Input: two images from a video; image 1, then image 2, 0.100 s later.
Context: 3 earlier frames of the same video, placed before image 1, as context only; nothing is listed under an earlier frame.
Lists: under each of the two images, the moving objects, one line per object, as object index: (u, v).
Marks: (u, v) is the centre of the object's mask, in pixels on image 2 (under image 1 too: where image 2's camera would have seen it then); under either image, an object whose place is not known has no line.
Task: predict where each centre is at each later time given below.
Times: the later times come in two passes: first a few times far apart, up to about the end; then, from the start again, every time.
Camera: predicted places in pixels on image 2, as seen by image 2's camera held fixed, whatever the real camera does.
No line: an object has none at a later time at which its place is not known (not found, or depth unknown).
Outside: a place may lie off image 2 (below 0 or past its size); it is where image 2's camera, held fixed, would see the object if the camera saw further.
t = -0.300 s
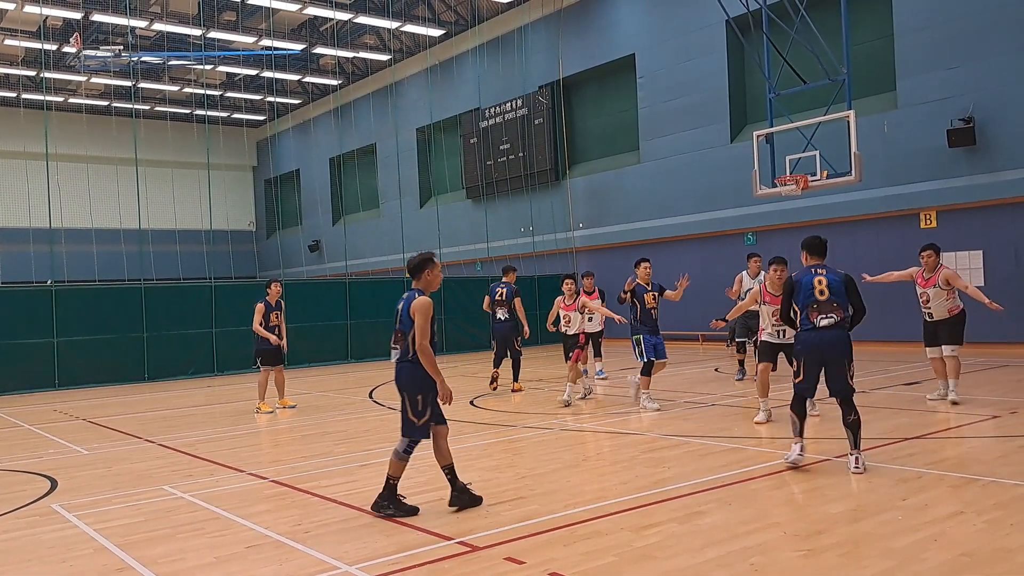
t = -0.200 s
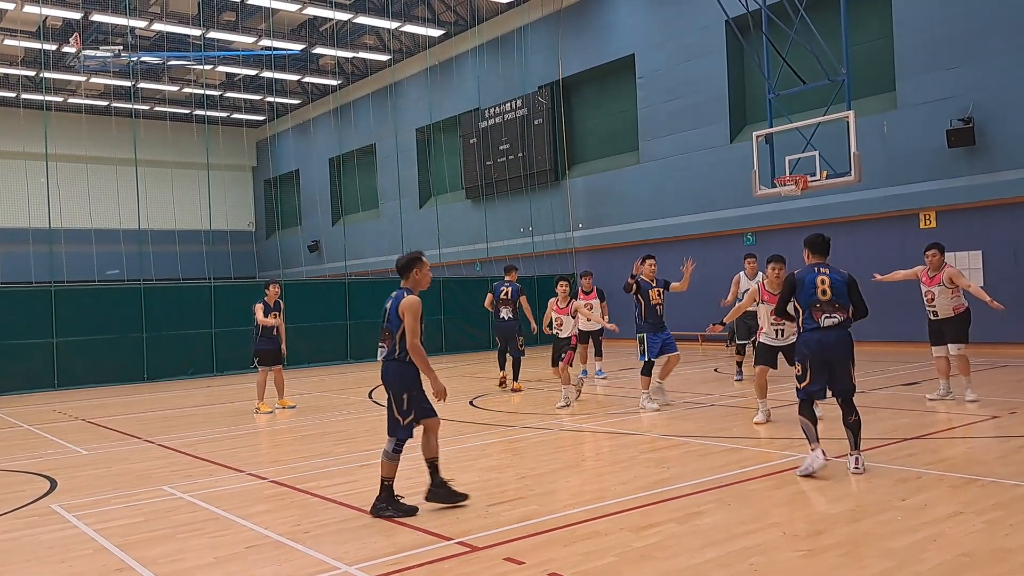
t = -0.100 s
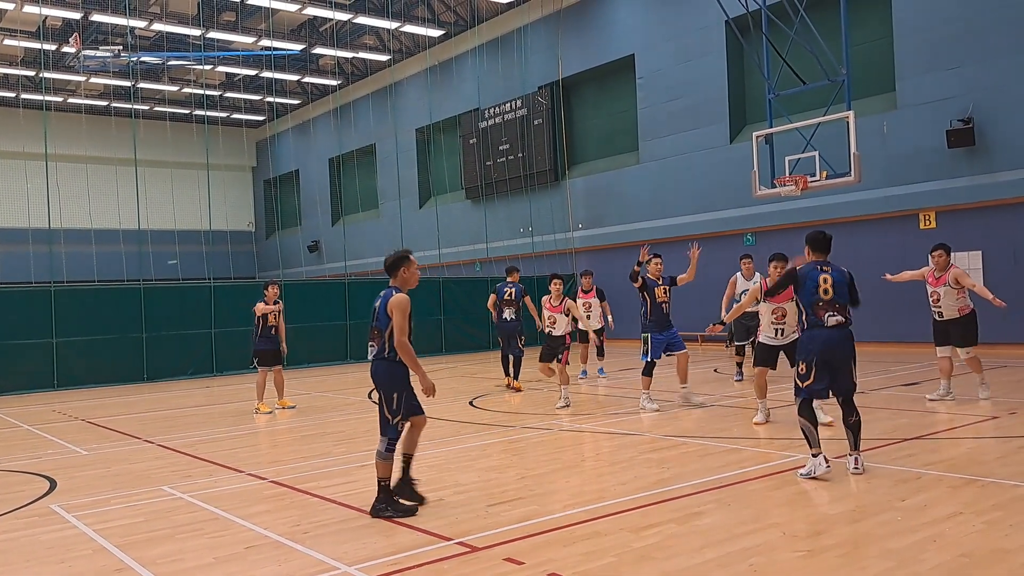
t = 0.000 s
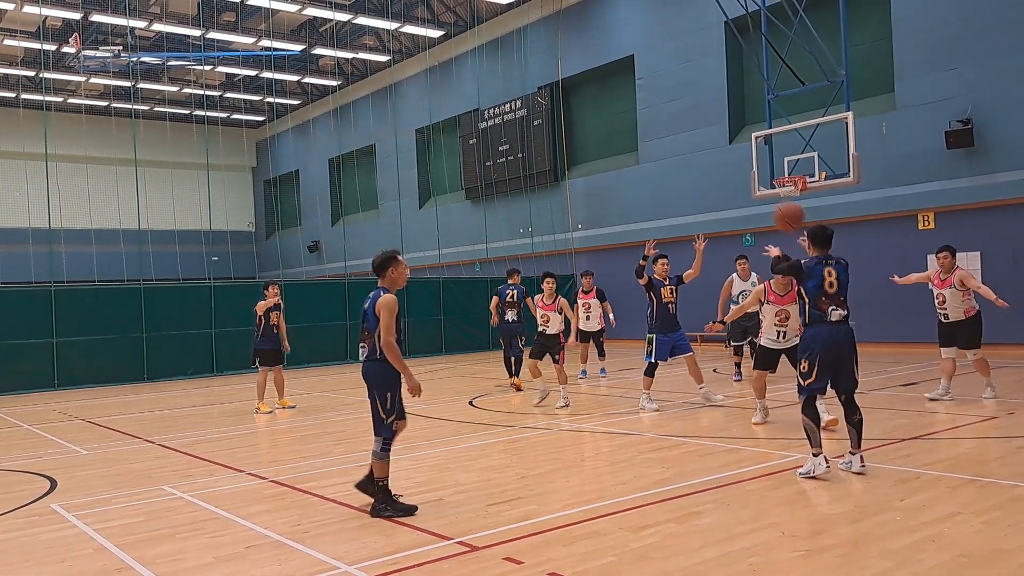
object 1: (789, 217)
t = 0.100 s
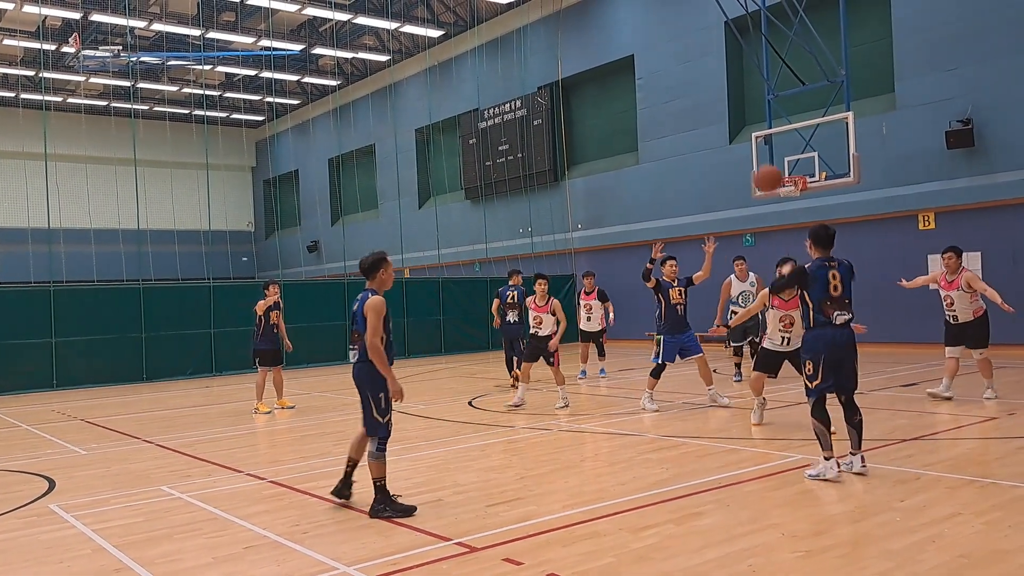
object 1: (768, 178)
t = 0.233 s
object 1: (745, 151)
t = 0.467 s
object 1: (715, 149)
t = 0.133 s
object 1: (762, 170)
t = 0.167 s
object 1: (757, 162)
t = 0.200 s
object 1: (751, 156)
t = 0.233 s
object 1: (745, 151)
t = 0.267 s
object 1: (740, 147)
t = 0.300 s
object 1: (736, 145)
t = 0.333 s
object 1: (731, 144)
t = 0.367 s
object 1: (727, 144)
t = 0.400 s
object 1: (723, 144)
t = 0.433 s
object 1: (719, 146)
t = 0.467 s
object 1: (715, 149)
